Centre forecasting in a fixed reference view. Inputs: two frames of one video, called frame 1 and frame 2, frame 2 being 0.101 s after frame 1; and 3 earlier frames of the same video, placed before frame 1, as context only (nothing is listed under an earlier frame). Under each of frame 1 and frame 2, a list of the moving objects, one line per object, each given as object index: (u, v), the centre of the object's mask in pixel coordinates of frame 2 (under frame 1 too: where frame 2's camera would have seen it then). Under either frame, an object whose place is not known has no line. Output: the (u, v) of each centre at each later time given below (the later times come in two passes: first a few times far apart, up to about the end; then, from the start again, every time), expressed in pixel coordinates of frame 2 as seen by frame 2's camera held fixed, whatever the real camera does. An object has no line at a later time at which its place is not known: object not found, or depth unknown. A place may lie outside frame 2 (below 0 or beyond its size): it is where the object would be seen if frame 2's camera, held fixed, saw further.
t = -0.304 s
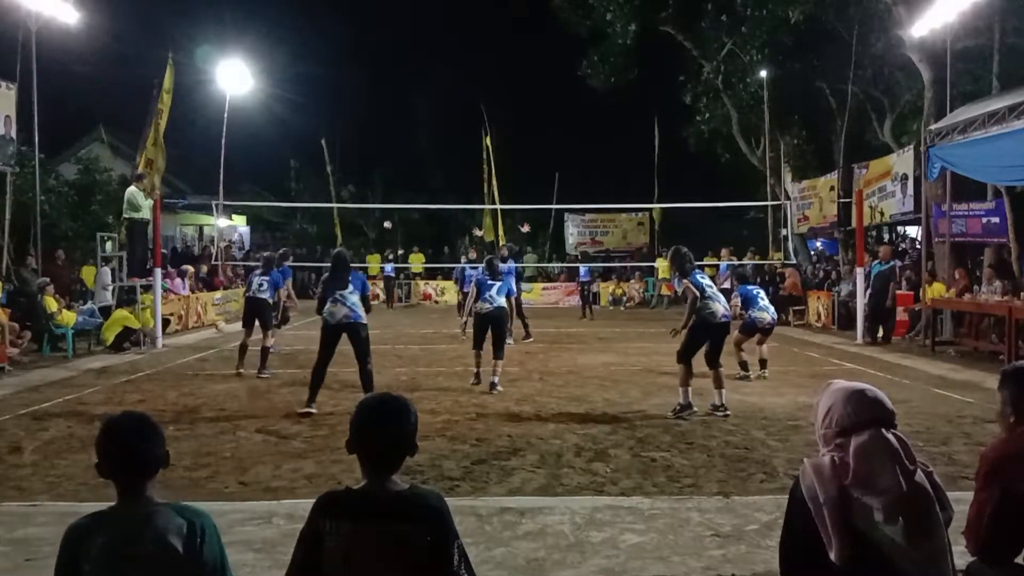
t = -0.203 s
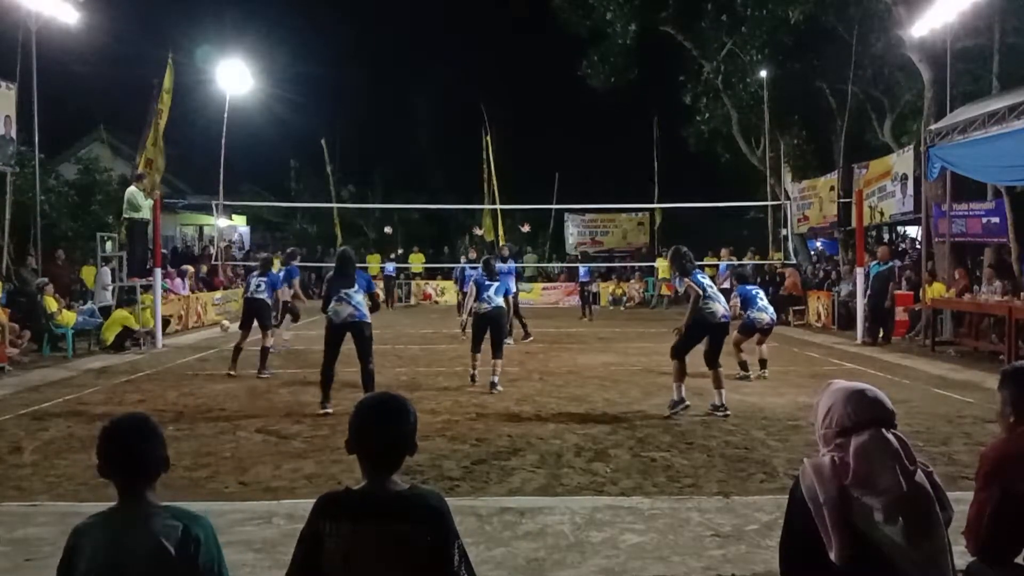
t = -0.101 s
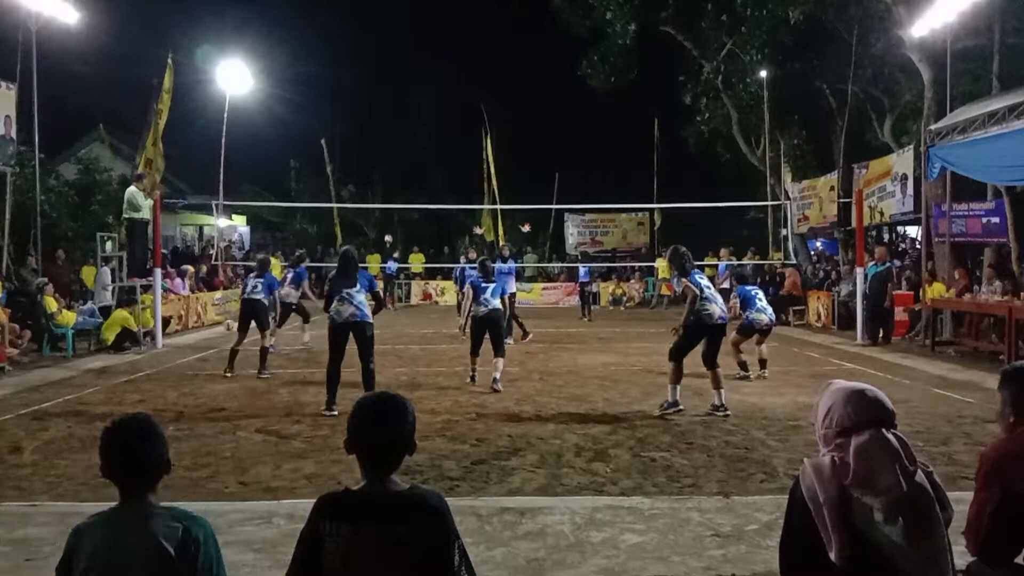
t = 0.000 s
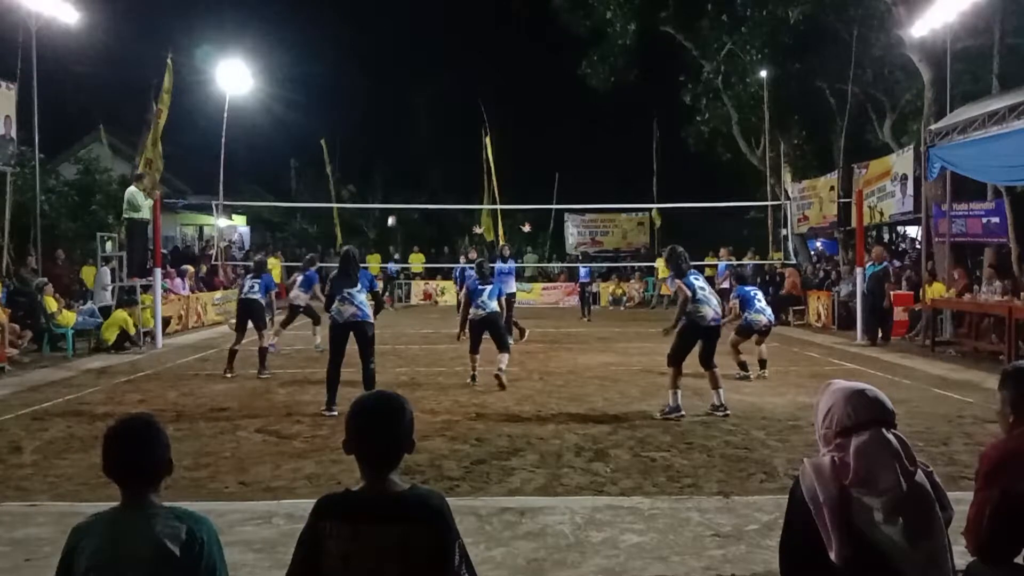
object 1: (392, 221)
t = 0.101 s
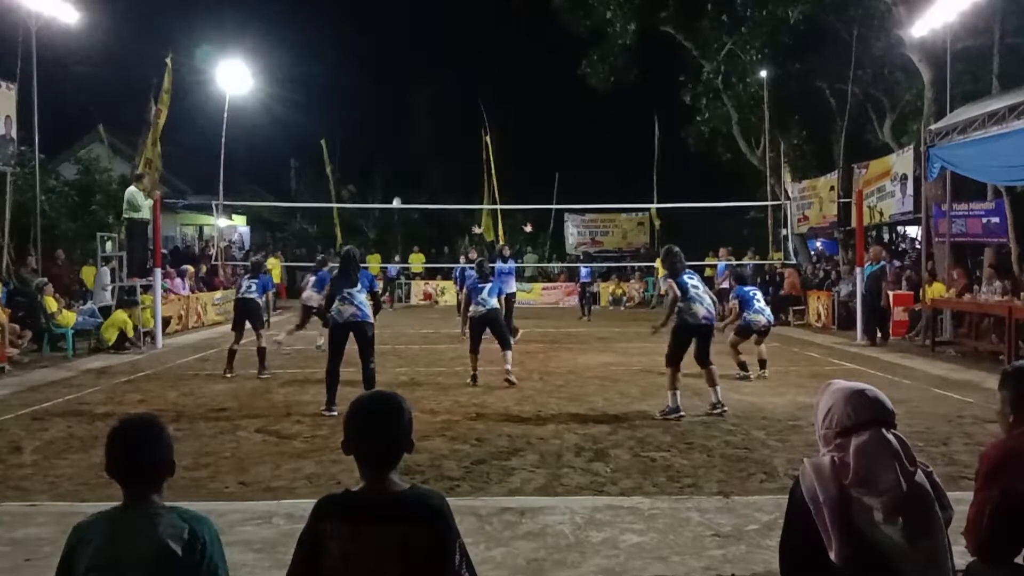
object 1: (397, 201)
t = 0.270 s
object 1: (408, 178)
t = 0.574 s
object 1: (434, 157)
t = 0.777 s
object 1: (458, 169)
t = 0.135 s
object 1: (399, 197)
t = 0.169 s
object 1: (401, 192)
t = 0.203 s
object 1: (403, 187)
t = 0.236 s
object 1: (406, 182)
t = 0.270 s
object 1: (408, 178)
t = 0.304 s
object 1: (411, 174)
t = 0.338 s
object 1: (413, 170)
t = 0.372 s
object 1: (416, 167)
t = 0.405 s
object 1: (419, 164)
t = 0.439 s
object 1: (422, 162)
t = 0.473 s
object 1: (424, 160)
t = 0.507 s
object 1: (427, 159)
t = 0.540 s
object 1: (430, 158)
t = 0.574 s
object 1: (434, 157)
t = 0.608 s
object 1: (437, 158)
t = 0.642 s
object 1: (440, 158)
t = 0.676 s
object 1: (444, 160)
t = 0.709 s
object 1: (449, 162)
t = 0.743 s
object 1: (453, 165)
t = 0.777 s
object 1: (458, 169)
